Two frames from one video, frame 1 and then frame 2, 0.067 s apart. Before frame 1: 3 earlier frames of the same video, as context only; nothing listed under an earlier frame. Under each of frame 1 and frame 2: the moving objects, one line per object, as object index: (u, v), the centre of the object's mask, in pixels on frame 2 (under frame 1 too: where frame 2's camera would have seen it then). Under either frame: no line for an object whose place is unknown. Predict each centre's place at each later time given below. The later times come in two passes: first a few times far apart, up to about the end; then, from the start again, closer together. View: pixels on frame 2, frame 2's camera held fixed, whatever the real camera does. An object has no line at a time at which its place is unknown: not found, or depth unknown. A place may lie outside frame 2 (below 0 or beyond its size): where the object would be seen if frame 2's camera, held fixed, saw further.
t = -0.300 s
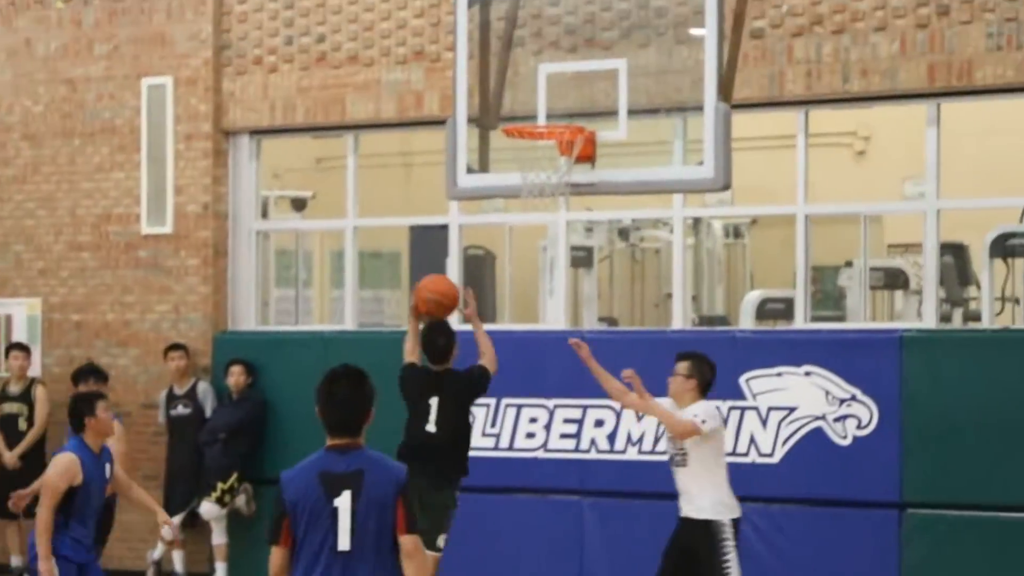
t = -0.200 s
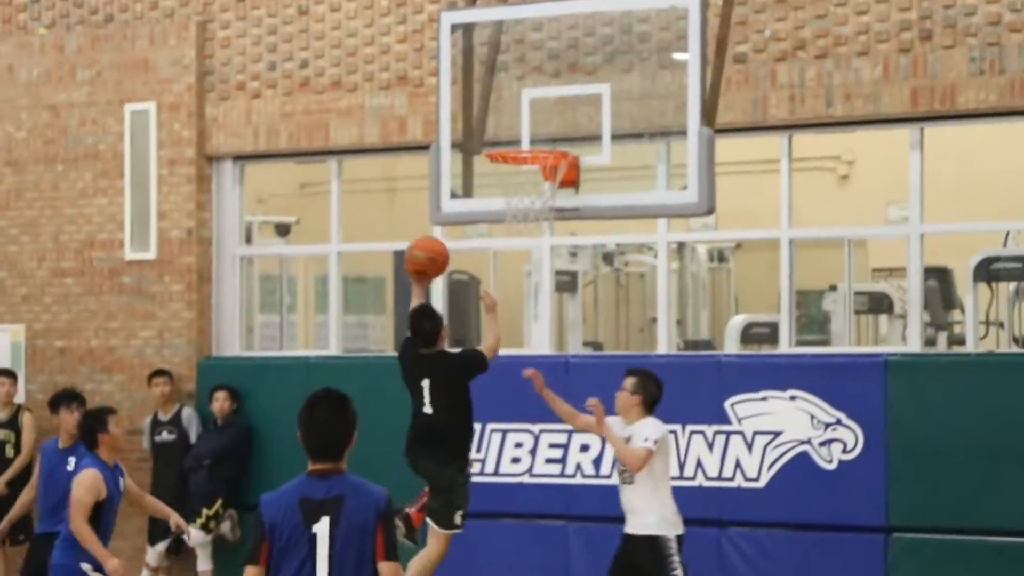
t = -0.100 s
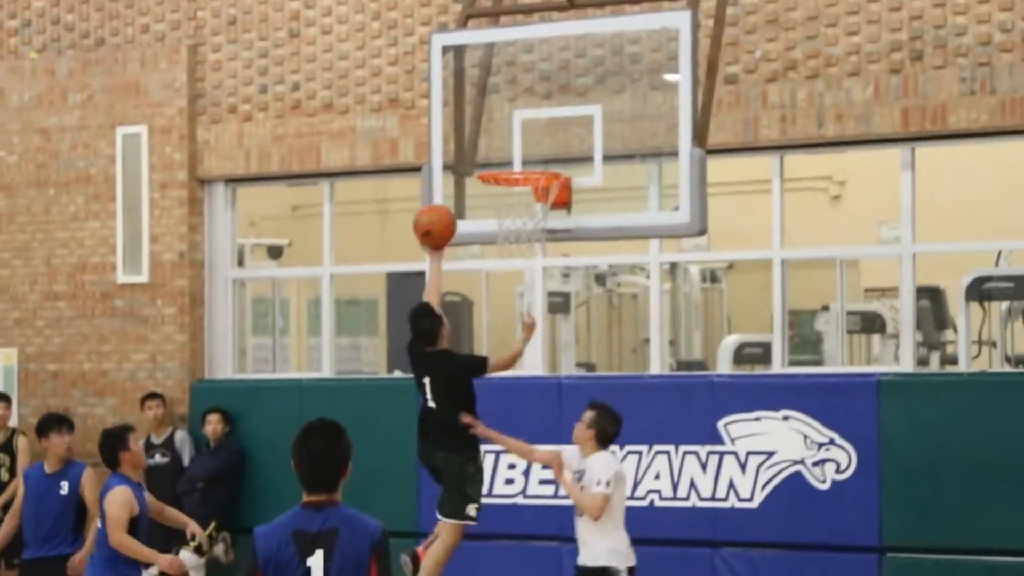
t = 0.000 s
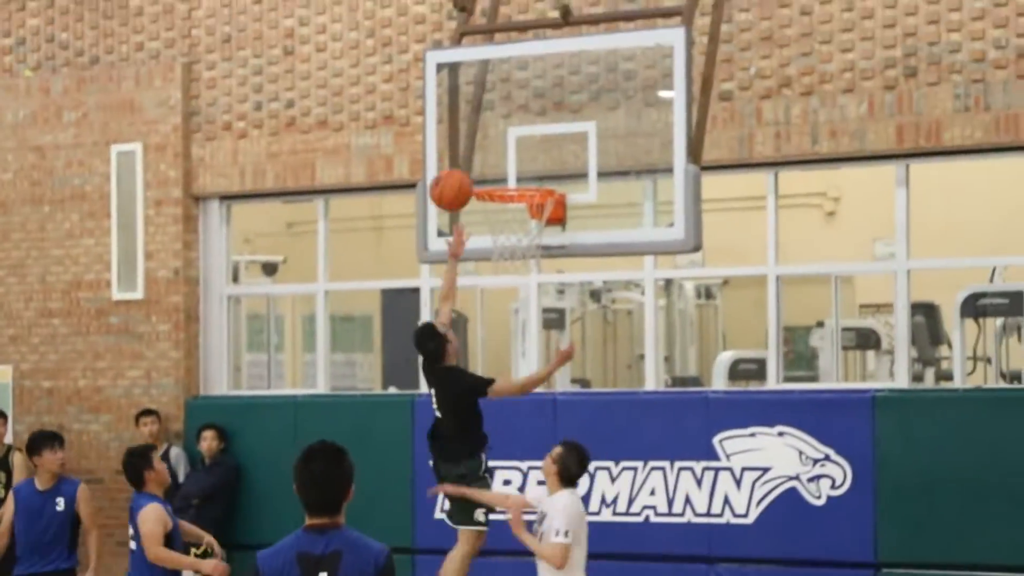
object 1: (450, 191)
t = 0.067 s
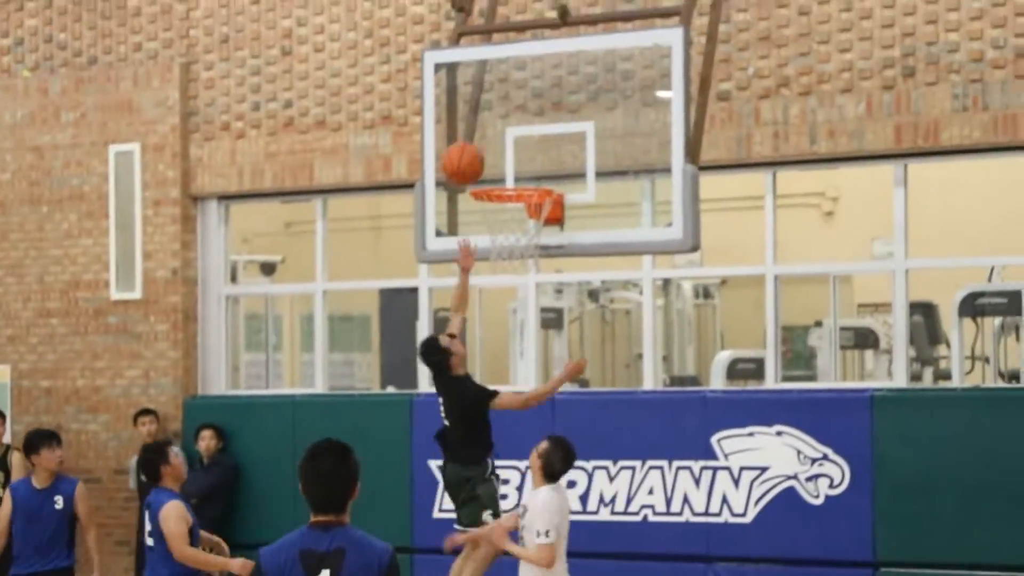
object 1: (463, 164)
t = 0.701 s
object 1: (529, 135)
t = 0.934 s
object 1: (495, 175)
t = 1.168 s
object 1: (518, 263)
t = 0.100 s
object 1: (470, 152)
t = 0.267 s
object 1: (504, 131)
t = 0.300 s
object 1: (512, 132)
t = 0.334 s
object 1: (518, 136)
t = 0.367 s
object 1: (525, 141)
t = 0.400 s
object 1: (532, 149)
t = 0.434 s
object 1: (538, 157)
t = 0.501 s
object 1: (547, 168)
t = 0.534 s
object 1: (547, 158)
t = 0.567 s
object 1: (546, 150)
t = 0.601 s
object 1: (543, 143)
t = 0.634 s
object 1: (538, 139)
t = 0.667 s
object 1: (534, 136)
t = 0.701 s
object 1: (529, 135)
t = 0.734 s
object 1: (524, 135)
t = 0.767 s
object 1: (519, 138)
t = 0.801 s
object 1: (514, 142)
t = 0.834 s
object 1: (509, 148)
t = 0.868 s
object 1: (504, 157)
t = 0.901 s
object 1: (500, 166)
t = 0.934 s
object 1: (495, 175)
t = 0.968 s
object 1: (492, 193)
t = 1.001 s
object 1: (494, 202)
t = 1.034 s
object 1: (500, 215)
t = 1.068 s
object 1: (503, 227)
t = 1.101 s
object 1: (508, 240)
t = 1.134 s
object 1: (514, 250)
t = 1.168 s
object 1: (518, 263)
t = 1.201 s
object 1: (523, 276)
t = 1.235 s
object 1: (527, 292)
